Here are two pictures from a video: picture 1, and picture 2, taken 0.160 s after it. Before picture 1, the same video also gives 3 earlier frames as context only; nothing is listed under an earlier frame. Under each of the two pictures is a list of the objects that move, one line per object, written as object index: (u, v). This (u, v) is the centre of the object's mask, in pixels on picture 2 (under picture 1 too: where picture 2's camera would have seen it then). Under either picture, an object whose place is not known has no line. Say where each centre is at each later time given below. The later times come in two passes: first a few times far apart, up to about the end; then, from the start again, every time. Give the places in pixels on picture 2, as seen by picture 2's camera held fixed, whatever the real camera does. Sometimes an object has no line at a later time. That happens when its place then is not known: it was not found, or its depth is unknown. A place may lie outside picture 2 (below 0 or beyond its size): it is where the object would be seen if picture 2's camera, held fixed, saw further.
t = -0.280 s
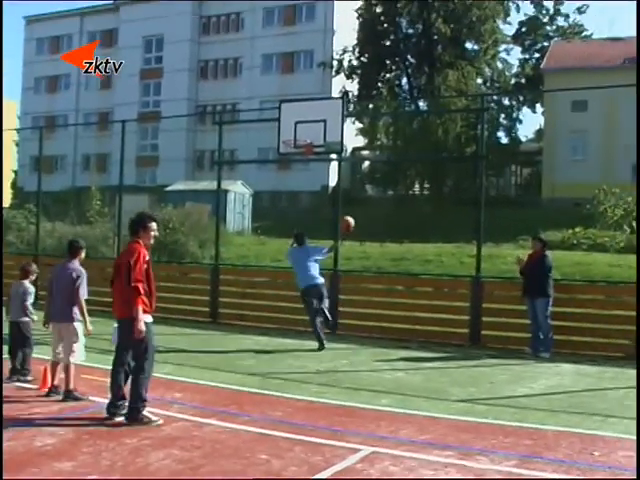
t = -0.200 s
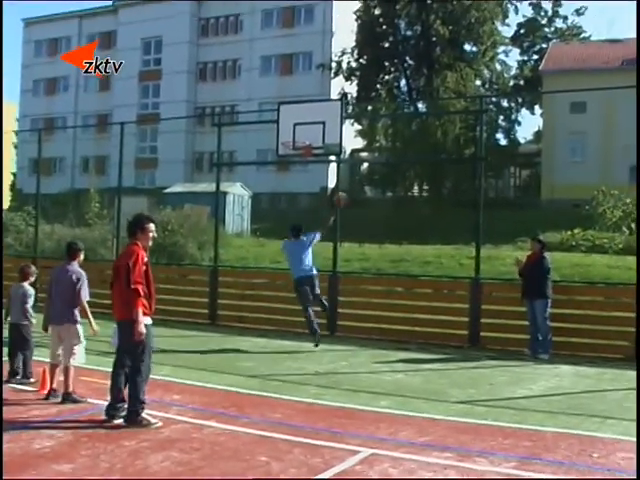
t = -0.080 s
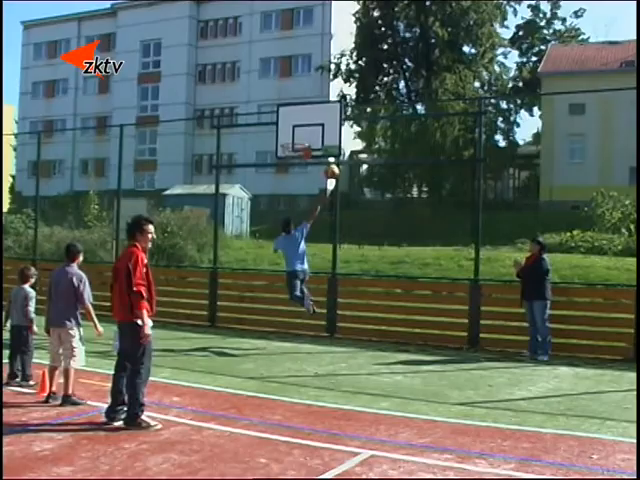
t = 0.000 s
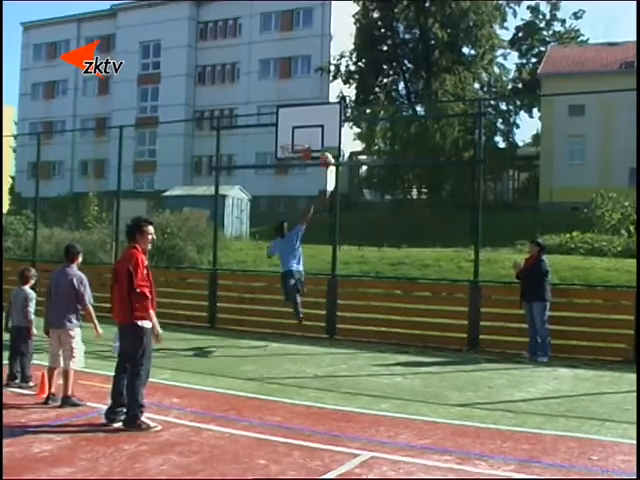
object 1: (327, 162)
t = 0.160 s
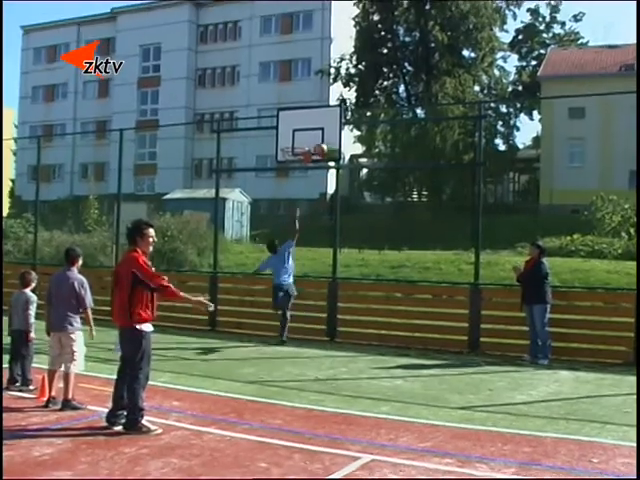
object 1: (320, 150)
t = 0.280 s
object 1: (327, 152)
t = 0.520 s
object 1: (327, 182)
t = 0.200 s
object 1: (324, 152)
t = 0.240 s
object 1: (326, 152)
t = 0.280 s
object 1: (327, 152)
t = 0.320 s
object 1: (328, 154)
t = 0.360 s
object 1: (328, 157)
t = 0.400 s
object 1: (328, 162)
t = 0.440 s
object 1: (326, 167)
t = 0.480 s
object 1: (327, 174)
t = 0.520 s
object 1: (327, 182)
